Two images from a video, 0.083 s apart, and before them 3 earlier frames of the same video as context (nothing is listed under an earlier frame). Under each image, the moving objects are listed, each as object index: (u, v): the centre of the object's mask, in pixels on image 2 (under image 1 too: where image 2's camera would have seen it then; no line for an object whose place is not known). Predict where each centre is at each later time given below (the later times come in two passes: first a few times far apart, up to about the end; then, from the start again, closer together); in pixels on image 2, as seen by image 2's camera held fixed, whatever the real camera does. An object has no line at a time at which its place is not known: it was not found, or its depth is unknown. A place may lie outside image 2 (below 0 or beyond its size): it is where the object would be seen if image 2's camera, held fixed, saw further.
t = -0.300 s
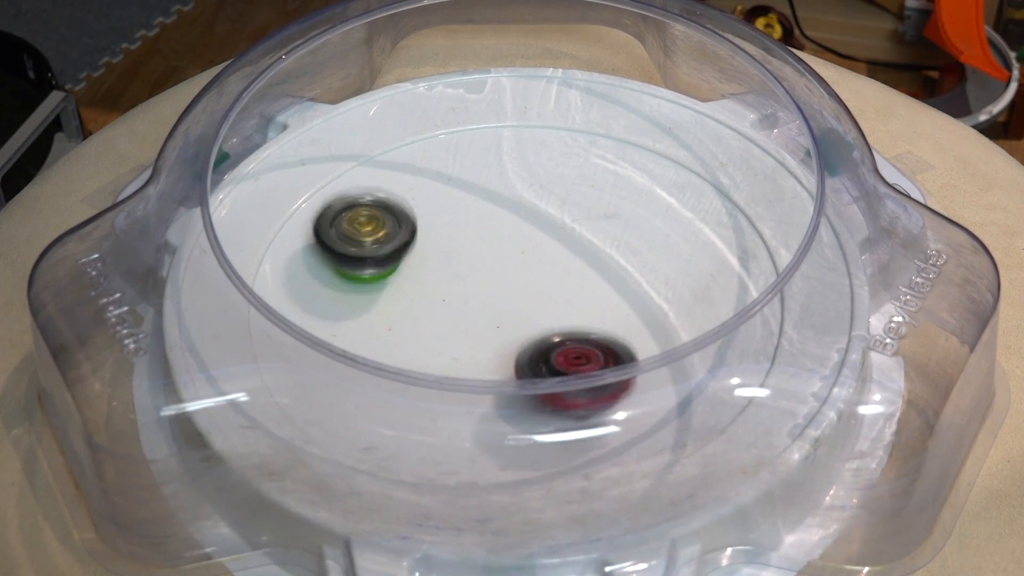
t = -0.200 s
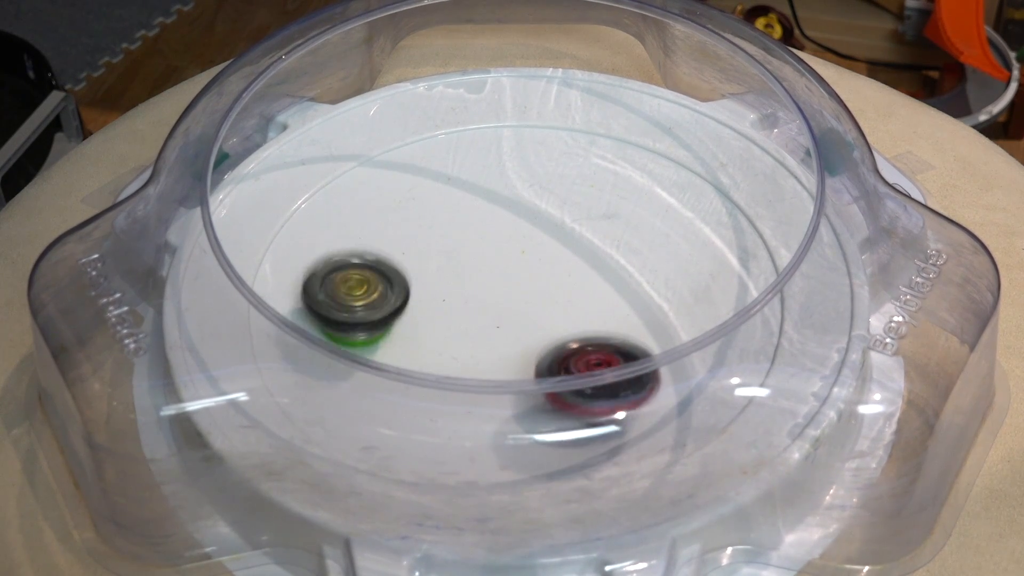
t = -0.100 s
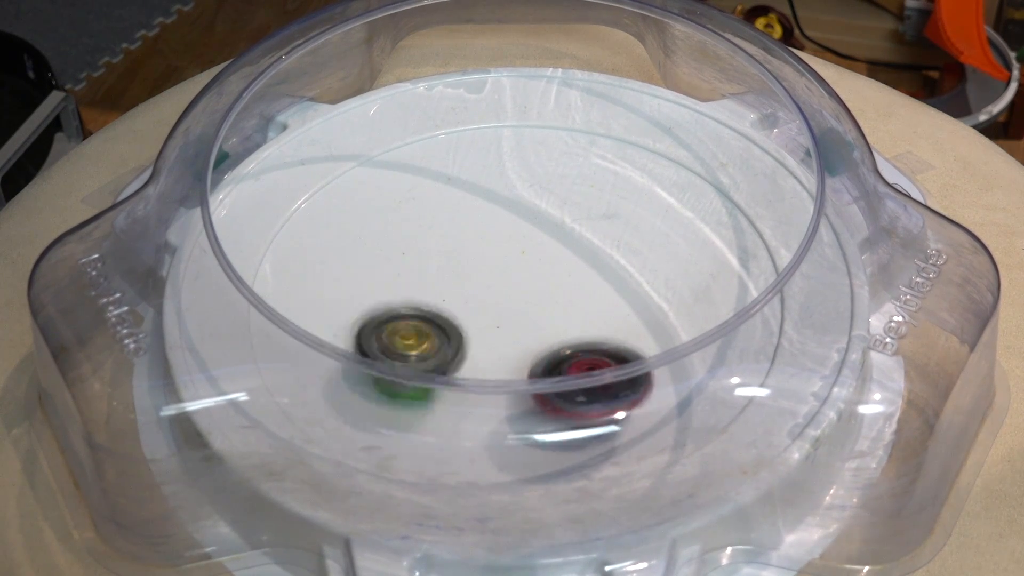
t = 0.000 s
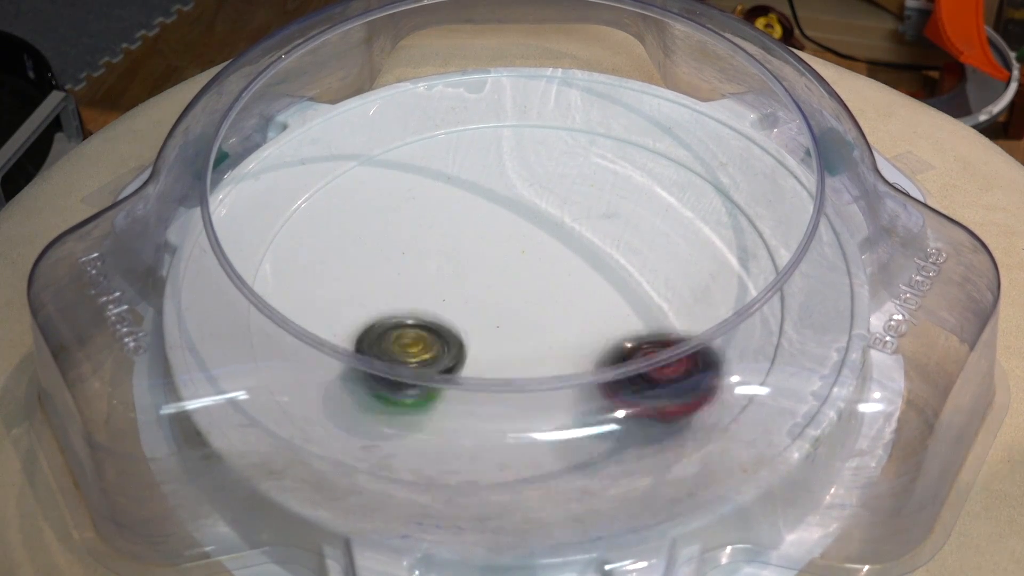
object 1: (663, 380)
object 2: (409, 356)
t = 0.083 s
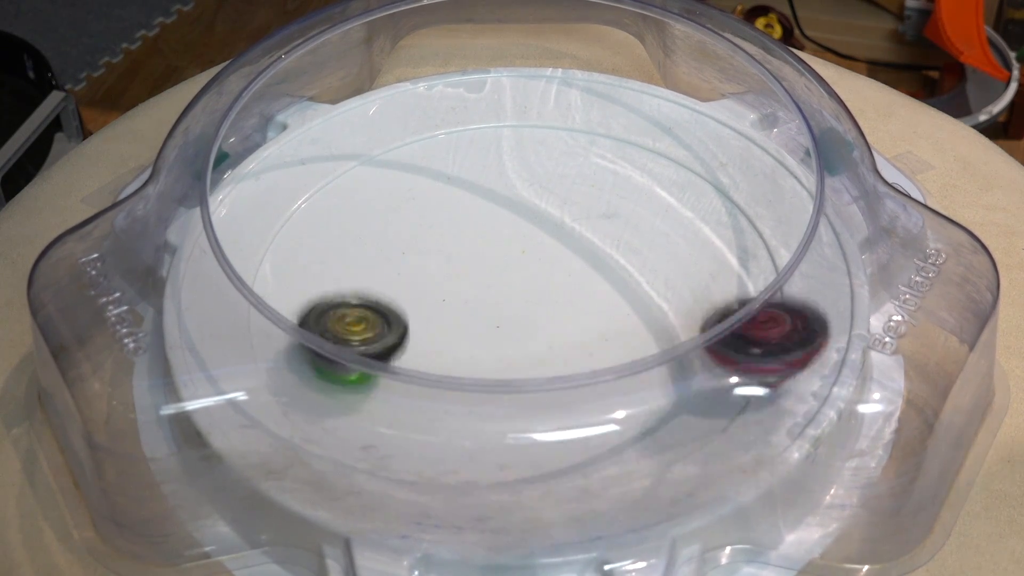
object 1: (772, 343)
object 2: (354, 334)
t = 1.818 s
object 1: (585, 278)
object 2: (418, 260)
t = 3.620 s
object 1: (569, 336)
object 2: (418, 242)
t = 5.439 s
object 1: (596, 313)
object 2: (410, 288)
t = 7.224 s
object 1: (577, 312)
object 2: (449, 256)
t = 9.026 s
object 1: (486, 352)
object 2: (487, 237)
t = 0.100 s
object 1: (785, 335)
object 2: (347, 330)
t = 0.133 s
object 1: (802, 331)
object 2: (342, 317)
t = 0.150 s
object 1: (810, 325)
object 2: (339, 315)
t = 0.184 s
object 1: (819, 313)
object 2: (338, 313)
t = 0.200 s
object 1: (821, 311)
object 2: (340, 312)
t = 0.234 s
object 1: (821, 308)
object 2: (349, 311)
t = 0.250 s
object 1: (820, 304)
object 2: (354, 310)
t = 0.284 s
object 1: (816, 304)
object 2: (368, 312)
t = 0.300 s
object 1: (812, 305)
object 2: (377, 312)
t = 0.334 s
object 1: (790, 301)
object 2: (394, 310)
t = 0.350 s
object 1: (781, 304)
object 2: (403, 310)
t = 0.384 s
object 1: (755, 298)
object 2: (423, 308)
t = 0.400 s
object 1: (745, 306)
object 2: (432, 306)
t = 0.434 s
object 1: (709, 309)
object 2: (448, 301)
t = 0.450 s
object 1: (688, 309)
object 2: (457, 300)
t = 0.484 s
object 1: (650, 316)
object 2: (474, 294)
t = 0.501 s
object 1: (627, 321)
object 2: (480, 290)
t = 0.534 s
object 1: (585, 318)
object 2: (493, 284)
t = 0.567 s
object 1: (630, 357)
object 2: (439, 238)
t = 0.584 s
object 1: (656, 369)
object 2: (414, 216)
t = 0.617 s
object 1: (698, 395)
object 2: (369, 171)
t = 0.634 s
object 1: (704, 390)
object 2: (350, 152)
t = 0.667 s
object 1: (713, 383)
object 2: (312, 115)
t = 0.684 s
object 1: (717, 388)
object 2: (308, 116)
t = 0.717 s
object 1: (720, 409)
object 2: (310, 132)
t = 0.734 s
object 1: (721, 424)
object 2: (312, 138)
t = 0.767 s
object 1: (718, 429)
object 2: (317, 154)
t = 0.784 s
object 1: (715, 433)
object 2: (319, 162)
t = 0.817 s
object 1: (708, 436)
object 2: (328, 184)
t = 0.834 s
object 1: (704, 436)
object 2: (332, 194)
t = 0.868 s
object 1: (696, 434)
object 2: (345, 217)
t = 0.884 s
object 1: (691, 432)
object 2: (354, 229)
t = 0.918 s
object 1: (682, 425)
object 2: (370, 252)
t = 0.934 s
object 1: (677, 420)
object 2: (379, 263)
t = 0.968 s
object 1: (665, 407)
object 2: (401, 285)
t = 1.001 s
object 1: (648, 401)
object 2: (425, 302)
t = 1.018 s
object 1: (640, 397)
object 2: (439, 310)
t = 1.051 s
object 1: (613, 362)
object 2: (470, 323)
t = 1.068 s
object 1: (600, 344)
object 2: (485, 328)
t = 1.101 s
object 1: (623, 329)
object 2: (473, 317)
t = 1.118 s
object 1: (639, 322)
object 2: (461, 315)
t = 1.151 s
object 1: (669, 307)
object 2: (440, 308)
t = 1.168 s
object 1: (679, 298)
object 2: (431, 304)
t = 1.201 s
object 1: (696, 282)
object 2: (414, 294)
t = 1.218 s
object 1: (702, 276)
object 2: (408, 289)
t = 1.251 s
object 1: (710, 264)
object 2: (397, 278)
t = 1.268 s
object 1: (711, 258)
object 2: (392, 274)
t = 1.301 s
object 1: (711, 252)
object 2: (385, 266)
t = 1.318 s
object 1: (709, 249)
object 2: (382, 263)
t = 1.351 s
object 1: (701, 244)
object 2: (380, 259)
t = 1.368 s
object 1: (696, 246)
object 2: (379, 257)
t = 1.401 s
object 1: (683, 245)
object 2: (379, 258)
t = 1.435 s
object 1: (667, 251)
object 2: (381, 259)
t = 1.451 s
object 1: (658, 250)
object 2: (383, 260)
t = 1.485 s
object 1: (638, 256)
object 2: (387, 262)
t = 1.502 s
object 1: (627, 258)
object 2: (391, 264)
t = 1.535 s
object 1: (606, 261)
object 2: (399, 265)
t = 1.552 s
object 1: (595, 265)
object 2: (403, 266)
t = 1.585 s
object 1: (572, 266)
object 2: (414, 266)
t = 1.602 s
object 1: (561, 263)
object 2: (420, 266)
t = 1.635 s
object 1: (542, 268)
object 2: (432, 265)
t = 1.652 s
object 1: (546, 272)
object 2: (426, 263)
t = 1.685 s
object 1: (555, 269)
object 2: (416, 262)
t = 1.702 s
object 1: (560, 274)
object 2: (412, 261)
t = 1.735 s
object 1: (568, 279)
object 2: (408, 260)
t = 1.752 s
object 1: (572, 277)
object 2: (408, 260)
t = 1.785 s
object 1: (580, 274)
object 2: (411, 259)
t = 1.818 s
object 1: (585, 278)
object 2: (418, 260)
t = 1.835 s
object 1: (587, 280)
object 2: (424, 260)
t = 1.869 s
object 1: (590, 274)
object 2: (436, 260)
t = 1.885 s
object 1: (592, 276)
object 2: (442, 259)
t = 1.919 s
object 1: (593, 275)
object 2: (455, 258)
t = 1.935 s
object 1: (594, 277)
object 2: (461, 257)
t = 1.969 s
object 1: (594, 273)
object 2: (474, 255)
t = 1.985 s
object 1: (594, 276)
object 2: (480, 254)
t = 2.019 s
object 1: (596, 276)
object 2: (490, 251)
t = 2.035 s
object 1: (603, 277)
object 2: (490, 248)
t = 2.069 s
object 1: (616, 282)
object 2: (488, 243)
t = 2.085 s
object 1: (622, 281)
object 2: (487, 240)
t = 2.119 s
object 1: (631, 283)
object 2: (485, 236)
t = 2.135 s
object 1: (635, 284)
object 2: (485, 234)
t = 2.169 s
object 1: (641, 283)
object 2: (484, 232)
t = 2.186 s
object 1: (644, 284)
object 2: (483, 230)
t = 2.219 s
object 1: (645, 284)
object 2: (482, 230)
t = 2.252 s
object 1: (641, 282)
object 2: (480, 231)
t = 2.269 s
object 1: (639, 281)
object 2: (479, 232)
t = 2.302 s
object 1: (633, 279)
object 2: (478, 235)
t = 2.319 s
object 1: (628, 277)
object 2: (478, 238)
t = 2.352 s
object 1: (614, 275)
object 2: (478, 241)
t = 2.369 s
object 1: (606, 274)
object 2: (479, 243)
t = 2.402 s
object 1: (588, 271)
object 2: (482, 247)
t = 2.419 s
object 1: (586, 271)
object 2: (479, 248)
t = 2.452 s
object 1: (588, 275)
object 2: (465, 246)
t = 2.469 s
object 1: (586, 278)
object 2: (459, 245)
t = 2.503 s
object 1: (578, 283)
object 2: (451, 246)
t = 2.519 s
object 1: (573, 286)
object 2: (449, 249)
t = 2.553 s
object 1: (559, 291)
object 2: (448, 254)
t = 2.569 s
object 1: (551, 293)
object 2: (449, 258)
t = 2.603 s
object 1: (553, 300)
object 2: (437, 257)
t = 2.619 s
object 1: (559, 304)
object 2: (428, 255)
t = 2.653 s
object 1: (566, 312)
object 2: (413, 255)
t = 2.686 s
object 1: (571, 314)
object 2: (404, 256)
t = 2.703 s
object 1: (573, 315)
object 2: (401, 258)
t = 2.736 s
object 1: (571, 317)
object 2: (396, 266)
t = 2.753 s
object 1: (566, 319)
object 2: (395, 270)
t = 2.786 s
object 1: (557, 321)
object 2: (394, 279)
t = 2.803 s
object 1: (552, 321)
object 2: (396, 283)
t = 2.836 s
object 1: (541, 319)
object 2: (401, 290)
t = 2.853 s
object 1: (536, 318)
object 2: (405, 293)
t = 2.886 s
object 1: (528, 315)
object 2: (414, 298)
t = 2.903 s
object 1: (528, 315)
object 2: (415, 300)
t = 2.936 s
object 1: (532, 313)
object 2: (416, 302)
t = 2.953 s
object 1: (536, 313)
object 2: (419, 304)
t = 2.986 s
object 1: (543, 312)
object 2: (428, 305)
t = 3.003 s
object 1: (549, 311)
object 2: (432, 306)
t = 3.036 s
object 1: (583, 307)
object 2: (421, 307)
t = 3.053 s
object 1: (599, 304)
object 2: (417, 306)
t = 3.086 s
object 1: (622, 300)
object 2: (410, 306)
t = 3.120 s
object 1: (642, 296)
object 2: (410, 306)
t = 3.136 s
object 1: (650, 297)
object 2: (412, 305)
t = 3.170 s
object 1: (658, 294)
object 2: (417, 305)
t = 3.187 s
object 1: (661, 294)
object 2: (421, 305)
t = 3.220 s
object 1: (663, 294)
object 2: (430, 304)
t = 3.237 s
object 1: (662, 296)
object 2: (434, 303)
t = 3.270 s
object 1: (658, 299)
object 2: (445, 303)
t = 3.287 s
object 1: (653, 301)
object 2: (451, 302)
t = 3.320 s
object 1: (641, 308)
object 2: (462, 300)
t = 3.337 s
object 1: (636, 311)
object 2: (468, 300)
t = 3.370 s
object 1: (615, 319)
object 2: (478, 298)
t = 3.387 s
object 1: (605, 322)
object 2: (482, 297)
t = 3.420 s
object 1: (591, 329)
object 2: (485, 293)
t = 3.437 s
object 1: (591, 333)
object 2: (478, 287)
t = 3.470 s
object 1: (592, 339)
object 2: (466, 276)
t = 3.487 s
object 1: (590, 341)
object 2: (459, 271)
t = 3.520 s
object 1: (587, 343)
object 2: (446, 261)
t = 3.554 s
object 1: (582, 343)
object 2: (436, 253)
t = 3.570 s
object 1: (579, 342)
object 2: (431, 250)
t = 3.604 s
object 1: (574, 339)
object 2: (422, 244)
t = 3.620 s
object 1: (569, 336)
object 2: (418, 242)
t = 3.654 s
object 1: (561, 328)
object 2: (410, 241)
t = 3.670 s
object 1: (556, 323)
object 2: (408, 240)
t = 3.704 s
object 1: (544, 313)
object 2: (403, 242)
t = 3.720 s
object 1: (539, 307)
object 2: (400, 244)
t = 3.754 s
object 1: (527, 297)
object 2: (395, 249)
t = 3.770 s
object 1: (524, 295)
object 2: (394, 251)
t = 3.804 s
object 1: (513, 286)
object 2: (394, 257)
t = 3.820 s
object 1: (510, 279)
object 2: (394, 262)
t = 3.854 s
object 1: (508, 275)
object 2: (393, 267)
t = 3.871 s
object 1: (510, 271)
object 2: (391, 269)
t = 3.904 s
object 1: (515, 267)
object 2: (390, 274)
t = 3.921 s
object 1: (516, 266)
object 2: (390, 275)
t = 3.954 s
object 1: (525, 260)
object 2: (393, 278)
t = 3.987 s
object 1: (533, 255)
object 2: (402, 279)
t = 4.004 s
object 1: (539, 253)
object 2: (407, 279)
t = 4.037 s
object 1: (549, 249)
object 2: (416, 278)
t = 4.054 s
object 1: (557, 247)
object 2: (421, 278)
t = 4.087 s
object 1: (569, 246)
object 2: (432, 277)
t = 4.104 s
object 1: (575, 246)
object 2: (437, 276)
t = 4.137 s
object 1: (583, 249)
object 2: (449, 277)
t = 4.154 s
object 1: (587, 250)
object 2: (455, 277)
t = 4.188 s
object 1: (591, 255)
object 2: (466, 276)
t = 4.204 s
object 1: (591, 258)
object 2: (470, 276)
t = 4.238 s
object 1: (591, 263)
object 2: (478, 277)
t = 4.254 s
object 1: (592, 266)
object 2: (479, 277)
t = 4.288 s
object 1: (598, 270)
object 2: (478, 278)
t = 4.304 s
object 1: (599, 272)
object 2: (480, 279)
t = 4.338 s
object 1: (602, 276)
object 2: (487, 277)
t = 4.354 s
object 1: (603, 277)
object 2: (487, 277)
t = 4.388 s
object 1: (621, 279)
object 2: (480, 275)
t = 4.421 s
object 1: (631, 279)
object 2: (476, 276)
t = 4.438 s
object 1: (635, 280)
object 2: (474, 277)
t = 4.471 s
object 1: (635, 279)
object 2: (474, 278)
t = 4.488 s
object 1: (633, 279)
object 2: (473, 279)
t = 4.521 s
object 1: (625, 284)
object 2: (472, 282)
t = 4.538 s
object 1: (621, 286)
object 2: (473, 282)
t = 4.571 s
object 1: (606, 293)
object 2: (475, 284)
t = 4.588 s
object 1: (599, 297)
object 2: (476, 285)
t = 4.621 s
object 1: (586, 303)
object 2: (476, 285)
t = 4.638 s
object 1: (594, 309)
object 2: (462, 282)
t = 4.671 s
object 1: (607, 319)
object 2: (439, 276)
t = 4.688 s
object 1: (612, 323)
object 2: (429, 274)
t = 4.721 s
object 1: (617, 328)
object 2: (413, 270)
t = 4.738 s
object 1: (618, 329)
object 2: (406, 269)
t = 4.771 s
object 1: (618, 332)
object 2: (395, 268)
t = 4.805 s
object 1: (614, 334)
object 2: (391, 268)
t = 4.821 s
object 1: (613, 334)
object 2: (389, 269)
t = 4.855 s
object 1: (606, 333)
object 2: (388, 271)
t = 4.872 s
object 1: (603, 333)
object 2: (387, 272)
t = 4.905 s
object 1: (590, 330)
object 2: (390, 276)
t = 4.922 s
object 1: (585, 329)
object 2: (391, 276)
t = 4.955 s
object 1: (569, 324)
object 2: (395, 280)
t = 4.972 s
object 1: (561, 319)
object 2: (398, 281)
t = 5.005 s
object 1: (543, 314)
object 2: (404, 284)
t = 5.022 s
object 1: (534, 310)
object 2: (409, 285)
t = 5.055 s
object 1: (527, 308)
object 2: (411, 284)
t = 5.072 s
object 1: (541, 313)
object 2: (398, 277)
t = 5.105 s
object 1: (571, 321)
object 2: (378, 265)
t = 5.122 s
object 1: (584, 323)
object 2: (370, 260)
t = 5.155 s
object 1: (611, 325)
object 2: (359, 253)
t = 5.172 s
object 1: (621, 325)
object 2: (355, 250)
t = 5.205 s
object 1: (639, 324)
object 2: (356, 248)
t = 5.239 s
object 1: (651, 321)
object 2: (359, 250)
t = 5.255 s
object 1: (654, 319)
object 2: (360, 251)
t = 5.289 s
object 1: (657, 317)
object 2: (367, 256)
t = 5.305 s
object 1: (655, 315)
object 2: (370, 260)
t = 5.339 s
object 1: (647, 314)
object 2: (378, 266)
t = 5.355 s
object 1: (639, 314)
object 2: (383, 271)
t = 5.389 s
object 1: (624, 314)
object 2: (393, 277)
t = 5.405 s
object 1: (614, 314)
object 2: (398, 280)
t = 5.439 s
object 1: (596, 313)
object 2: (410, 288)
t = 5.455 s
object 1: (585, 315)
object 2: (416, 289)
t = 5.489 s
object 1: (567, 316)
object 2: (427, 293)
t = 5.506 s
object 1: (557, 316)
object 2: (433, 295)
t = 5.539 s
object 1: (553, 317)
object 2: (436, 295)
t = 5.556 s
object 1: (563, 318)
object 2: (427, 290)
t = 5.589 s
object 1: (583, 322)
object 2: (411, 281)
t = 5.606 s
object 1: (592, 320)
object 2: (406, 277)
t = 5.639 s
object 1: (610, 319)
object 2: (399, 271)
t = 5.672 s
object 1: (624, 316)
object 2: (399, 268)
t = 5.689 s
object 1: (628, 315)
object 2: (400, 267)
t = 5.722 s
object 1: (635, 312)
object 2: (404, 265)
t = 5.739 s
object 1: (636, 310)
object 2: (409, 265)
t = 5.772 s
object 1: (637, 307)
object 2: (417, 264)
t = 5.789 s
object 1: (635, 304)
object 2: (421, 264)
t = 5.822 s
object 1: (629, 300)
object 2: (433, 264)
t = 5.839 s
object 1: (625, 297)
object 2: (439, 264)
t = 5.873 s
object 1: (613, 294)
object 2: (451, 264)
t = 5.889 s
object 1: (606, 292)
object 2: (458, 263)
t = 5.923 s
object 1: (591, 288)
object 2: (470, 263)
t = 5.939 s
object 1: (582, 288)
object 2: (476, 263)
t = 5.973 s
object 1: (612, 292)
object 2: (453, 253)
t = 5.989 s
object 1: (630, 295)
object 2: (438, 246)
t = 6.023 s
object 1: (661, 300)
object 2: (410, 236)
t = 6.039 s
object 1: (673, 300)
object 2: (400, 232)
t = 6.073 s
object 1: (689, 300)
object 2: (381, 226)
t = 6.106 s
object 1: (697, 301)
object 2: (372, 225)
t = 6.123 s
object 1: (698, 301)
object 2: (367, 224)
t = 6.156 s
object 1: (697, 302)
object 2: (363, 226)
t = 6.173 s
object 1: (693, 304)
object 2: (365, 228)
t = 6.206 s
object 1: (684, 307)
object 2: (368, 233)
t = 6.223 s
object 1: (675, 309)
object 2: (371, 236)
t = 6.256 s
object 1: (657, 312)
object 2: (382, 243)
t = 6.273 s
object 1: (646, 313)
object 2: (387, 247)
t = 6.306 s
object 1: (620, 314)
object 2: (402, 255)
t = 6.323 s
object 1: (606, 316)
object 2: (409, 257)
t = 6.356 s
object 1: (578, 316)
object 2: (425, 263)
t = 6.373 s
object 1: (566, 314)
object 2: (435, 267)
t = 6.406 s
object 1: (545, 314)
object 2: (451, 272)
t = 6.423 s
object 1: (552, 321)
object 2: (446, 266)
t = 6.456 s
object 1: (568, 331)
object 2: (437, 255)
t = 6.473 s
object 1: (575, 333)
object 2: (435, 250)
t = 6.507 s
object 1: (588, 336)
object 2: (432, 243)
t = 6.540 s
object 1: (600, 337)
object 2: (431, 239)
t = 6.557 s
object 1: (605, 337)
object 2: (433, 238)
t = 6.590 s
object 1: (613, 337)
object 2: (434, 237)
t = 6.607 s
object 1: (616, 336)
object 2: (437, 239)
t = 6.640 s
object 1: (620, 335)
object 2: (442, 240)
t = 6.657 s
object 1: (622, 333)
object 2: (445, 241)
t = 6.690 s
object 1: (623, 331)
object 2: (452, 244)
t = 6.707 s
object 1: (621, 330)
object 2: (457, 246)
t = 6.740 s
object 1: (619, 326)
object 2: (467, 250)
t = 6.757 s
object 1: (618, 324)
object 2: (471, 252)
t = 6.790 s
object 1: (612, 317)
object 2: (482, 257)
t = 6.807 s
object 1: (606, 314)
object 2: (485, 259)
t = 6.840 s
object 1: (597, 304)
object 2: (497, 264)
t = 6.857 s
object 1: (595, 301)
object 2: (498, 264)
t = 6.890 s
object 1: (599, 298)
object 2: (490, 258)
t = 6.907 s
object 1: (600, 297)
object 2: (489, 255)
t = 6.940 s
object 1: (599, 293)
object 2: (483, 251)
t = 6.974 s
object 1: (594, 289)
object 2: (481, 248)
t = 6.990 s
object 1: (590, 288)
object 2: (481, 248)
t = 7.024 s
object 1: (581, 285)
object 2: (480, 248)
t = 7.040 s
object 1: (583, 286)
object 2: (476, 247)
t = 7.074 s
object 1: (590, 291)
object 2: (463, 244)
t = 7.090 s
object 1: (593, 294)
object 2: (457, 244)
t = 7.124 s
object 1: (594, 299)
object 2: (451, 244)
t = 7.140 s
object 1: (593, 301)
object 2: (447, 246)
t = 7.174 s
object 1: (589, 305)
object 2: (447, 249)
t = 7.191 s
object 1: (585, 308)
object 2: (445, 250)
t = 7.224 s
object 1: (577, 312)
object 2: (449, 256)
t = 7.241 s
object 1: (573, 313)
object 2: (448, 257)
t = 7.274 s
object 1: (563, 317)
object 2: (454, 262)
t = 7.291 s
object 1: (557, 320)
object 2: (455, 263)
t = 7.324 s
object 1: (547, 323)
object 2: (462, 268)
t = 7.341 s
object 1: (543, 325)
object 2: (465, 269)
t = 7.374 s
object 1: (549, 336)
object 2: (463, 263)
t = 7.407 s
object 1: (557, 344)
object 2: (460, 256)
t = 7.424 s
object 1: (561, 355)
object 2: (461, 254)
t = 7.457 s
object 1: (569, 364)
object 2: (460, 251)
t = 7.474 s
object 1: (573, 368)
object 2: (462, 251)
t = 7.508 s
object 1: (578, 369)
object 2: (463, 250)
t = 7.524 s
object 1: (579, 365)
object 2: (466, 251)
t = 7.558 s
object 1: (580, 360)
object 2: (468, 251)
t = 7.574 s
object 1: (580, 359)
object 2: (472, 253)
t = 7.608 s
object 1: (576, 342)
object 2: (476, 255)
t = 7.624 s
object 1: (576, 339)
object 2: (480, 256)
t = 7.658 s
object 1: (575, 333)
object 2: (485, 258)
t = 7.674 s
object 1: (573, 329)
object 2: (490, 261)
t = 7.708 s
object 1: (571, 319)
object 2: (492, 262)
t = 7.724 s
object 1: (573, 318)
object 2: (493, 259)
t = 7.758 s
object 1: (575, 313)
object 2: (488, 256)
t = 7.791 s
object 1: (574, 308)
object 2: (487, 253)
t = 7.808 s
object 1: (572, 305)
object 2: (487, 253)
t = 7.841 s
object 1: (574, 306)
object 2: (480, 248)
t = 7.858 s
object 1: (575, 309)
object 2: (478, 248)
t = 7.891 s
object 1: (571, 310)
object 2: (474, 245)
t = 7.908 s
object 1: (567, 310)
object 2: (475, 246)
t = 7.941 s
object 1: (560, 312)
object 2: (473, 246)
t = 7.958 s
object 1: (556, 311)
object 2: (474, 246)
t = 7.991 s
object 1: (547, 312)
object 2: (475, 248)
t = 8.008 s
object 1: (543, 316)
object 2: (477, 248)
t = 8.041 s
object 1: (538, 319)
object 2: (480, 251)
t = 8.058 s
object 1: (537, 322)
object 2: (480, 248)
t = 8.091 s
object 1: (534, 330)
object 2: (485, 247)
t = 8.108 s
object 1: (533, 333)
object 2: (485, 246)
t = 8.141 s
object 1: (529, 337)
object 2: (489, 246)
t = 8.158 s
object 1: (528, 339)
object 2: (491, 246)
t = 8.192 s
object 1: (526, 342)
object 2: (494, 249)
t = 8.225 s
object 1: (526, 343)
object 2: (501, 251)
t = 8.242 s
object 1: (528, 343)
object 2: (501, 253)
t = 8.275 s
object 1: (530, 343)
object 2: (507, 256)
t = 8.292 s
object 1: (532, 343)
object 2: (509, 257)
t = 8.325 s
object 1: (537, 341)
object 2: (513, 260)
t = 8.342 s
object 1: (538, 340)
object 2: (516, 261)
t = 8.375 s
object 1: (543, 338)
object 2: (521, 262)
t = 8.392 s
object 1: (548, 337)
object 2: (524, 265)
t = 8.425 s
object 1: (557, 337)
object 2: (524, 262)
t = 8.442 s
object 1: (560, 339)
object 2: (526, 263)
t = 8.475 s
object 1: (563, 342)
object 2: (522, 264)
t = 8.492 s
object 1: (562, 343)
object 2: (522, 263)
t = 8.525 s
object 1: (560, 343)
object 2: (522, 263)
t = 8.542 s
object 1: (560, 344)
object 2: (519, 264)
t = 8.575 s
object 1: (557, 342)
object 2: (520, 264)
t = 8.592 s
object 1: (555, 340)
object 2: (519, 264)
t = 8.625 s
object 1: (554, 340)
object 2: (517, 264)
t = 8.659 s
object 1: (553, 342)
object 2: (515, 259)
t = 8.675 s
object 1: (551, 342)
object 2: (512, 257)
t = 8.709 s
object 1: (548, 343)
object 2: (509, 254)
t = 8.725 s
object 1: (546, 342)
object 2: (507, 253)
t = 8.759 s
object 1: (539, 341)
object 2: (504, 253)
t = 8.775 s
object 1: (537, 341)
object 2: (505, 254)
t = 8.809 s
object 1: (526, 337)
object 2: (501, 256)
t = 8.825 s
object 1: (520, 337)
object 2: (500, 257)
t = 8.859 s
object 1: (514, 343)
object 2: (500, 249)
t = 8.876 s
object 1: (510, 345)
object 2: (497, 245)
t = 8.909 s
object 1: (504, 349)
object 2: (494, 239)
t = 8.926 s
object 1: (501, 349)
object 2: (492, 238)
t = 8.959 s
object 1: (495, 352)
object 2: (491, 235)
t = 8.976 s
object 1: (493, 352)
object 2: (491, 236)
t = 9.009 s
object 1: (488, 351)
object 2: (488, 237)
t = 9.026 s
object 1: (486, 352)
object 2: (487, 237)
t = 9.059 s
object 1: (482, 351)
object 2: (488, 239)
